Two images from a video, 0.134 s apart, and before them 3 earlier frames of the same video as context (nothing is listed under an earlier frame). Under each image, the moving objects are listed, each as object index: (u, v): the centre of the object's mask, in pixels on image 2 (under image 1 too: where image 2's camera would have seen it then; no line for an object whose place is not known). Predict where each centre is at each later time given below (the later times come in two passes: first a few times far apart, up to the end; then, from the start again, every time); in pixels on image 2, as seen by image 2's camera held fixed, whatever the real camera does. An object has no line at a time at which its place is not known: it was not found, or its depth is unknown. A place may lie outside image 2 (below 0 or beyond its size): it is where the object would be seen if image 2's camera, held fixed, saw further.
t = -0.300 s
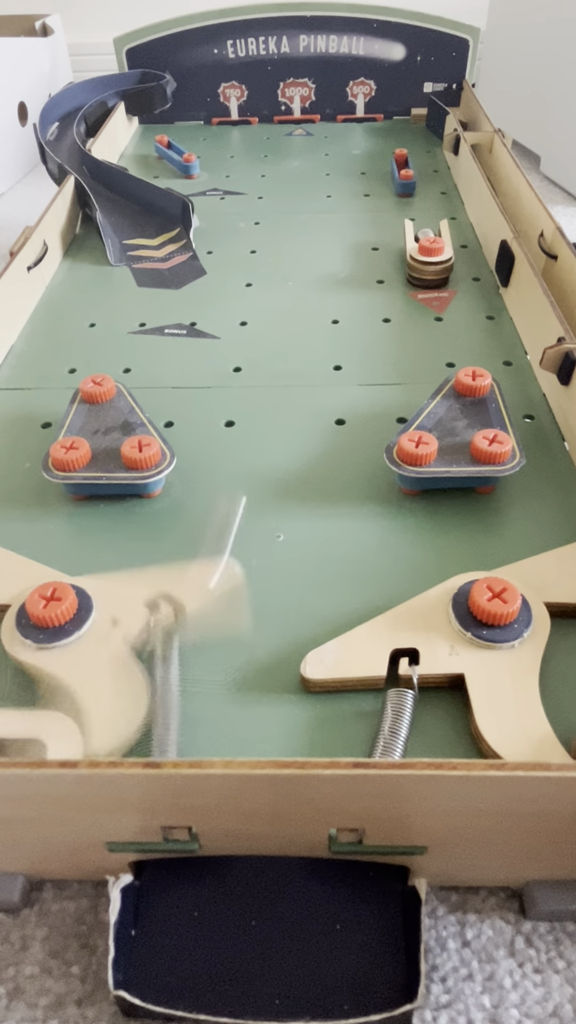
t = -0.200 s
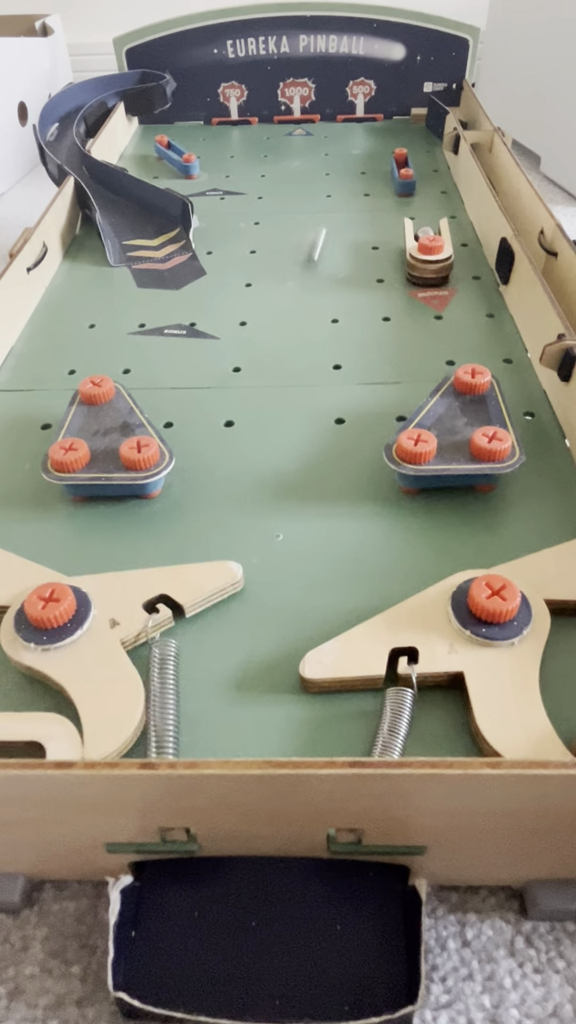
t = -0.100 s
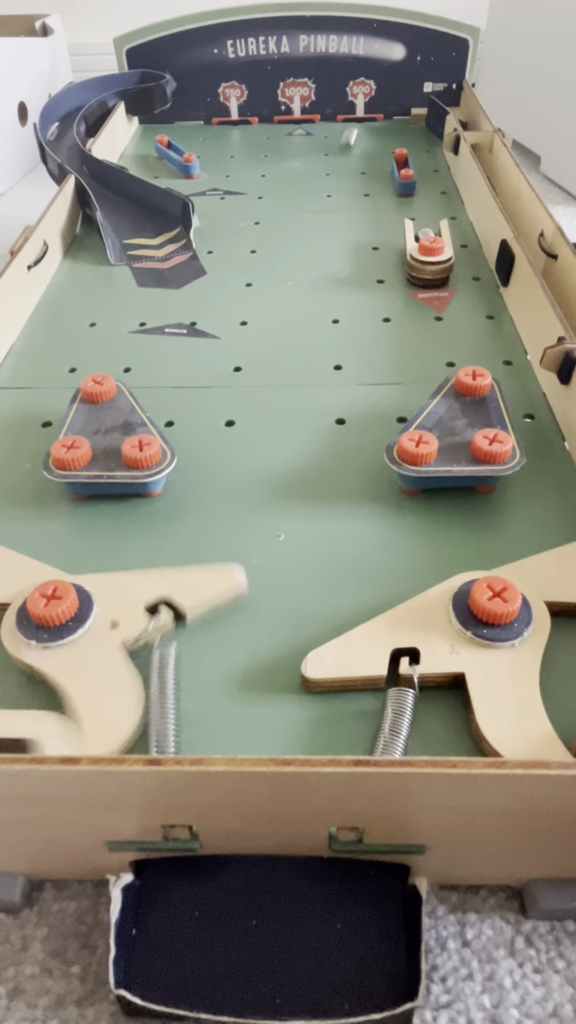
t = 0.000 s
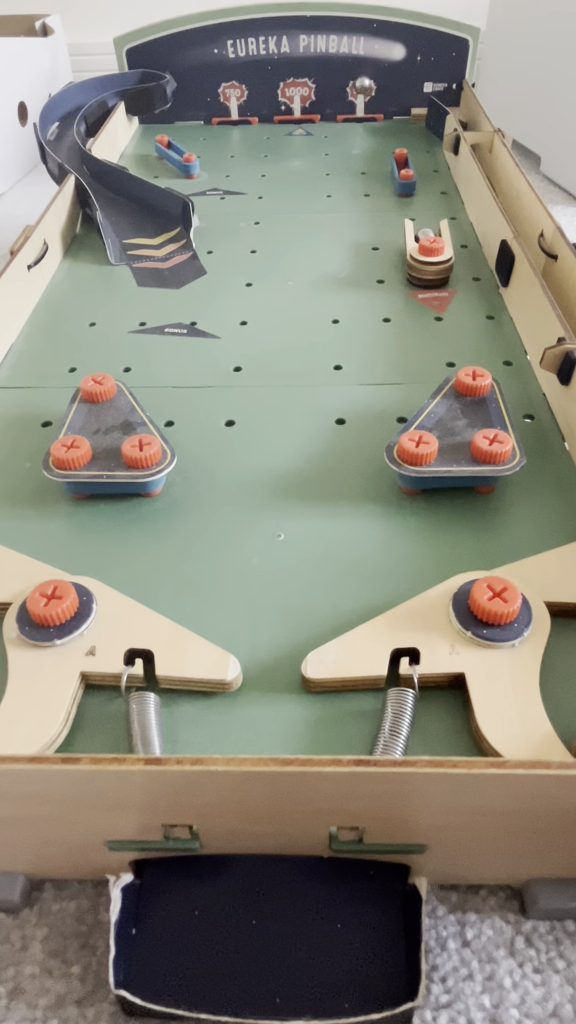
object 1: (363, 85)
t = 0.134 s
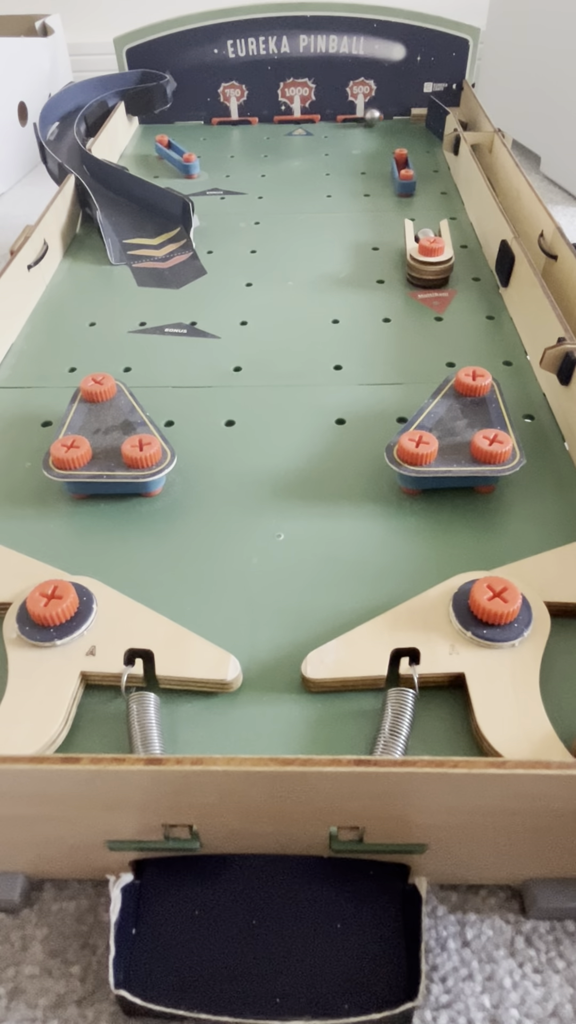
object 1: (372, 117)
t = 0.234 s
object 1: (386, 114)
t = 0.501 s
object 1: (426, 130)
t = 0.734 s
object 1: (421, 166)
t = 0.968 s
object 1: (475, 255)
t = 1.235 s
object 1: (500, 348)
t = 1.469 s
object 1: (500, 330)
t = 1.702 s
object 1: (494, 370)
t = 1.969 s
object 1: (545, 446)
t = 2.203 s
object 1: (514, 530)
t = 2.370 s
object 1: (431, 567)
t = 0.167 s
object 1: (377, 114)
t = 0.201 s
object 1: (382, 114)
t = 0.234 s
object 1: (386, 114)
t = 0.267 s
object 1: (391, 115)
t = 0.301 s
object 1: (396, 115)
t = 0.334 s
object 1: (401, 117)
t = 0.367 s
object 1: (405, 119)
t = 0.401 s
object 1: (411, 121)
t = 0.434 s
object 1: (416, 122)
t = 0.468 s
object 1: (421, 127)
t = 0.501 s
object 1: (426, 130)
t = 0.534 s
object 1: (432, 134)
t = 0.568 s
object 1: (433, 138)
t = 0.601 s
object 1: (431, 143)
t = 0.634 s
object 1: (428, 148)
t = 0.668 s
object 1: (425, 152)
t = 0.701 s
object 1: (423, 158)
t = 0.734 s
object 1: (421, 166)
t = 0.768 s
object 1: (425, 174)
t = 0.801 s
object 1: (432, 185)
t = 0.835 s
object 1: (439, 196)
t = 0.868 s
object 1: (447, 207)
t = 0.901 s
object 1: (456, 220)
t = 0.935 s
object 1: (464, 237)
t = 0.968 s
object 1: (475, 255)
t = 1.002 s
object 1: (480, 276)
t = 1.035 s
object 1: (476, 293)
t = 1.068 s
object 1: (475, 315)
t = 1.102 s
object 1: (473, 341)
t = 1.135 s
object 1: (472, 360)
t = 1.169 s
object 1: (482, 360)
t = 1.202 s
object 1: (491, 358)
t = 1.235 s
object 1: (500, 348)
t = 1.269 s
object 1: (509, 341)
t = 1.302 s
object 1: (515, 337)
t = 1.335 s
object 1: (511, 332)
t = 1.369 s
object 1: (508, 329)
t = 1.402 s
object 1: (505, 328)
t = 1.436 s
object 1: (502, 330)
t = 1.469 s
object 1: (500, 330)
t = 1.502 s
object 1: (498, 332)
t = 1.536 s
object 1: (495, 337)
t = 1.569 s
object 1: (493, 342)
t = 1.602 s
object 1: (492, 349)
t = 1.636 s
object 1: (491, 355)
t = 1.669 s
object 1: (493, 363)
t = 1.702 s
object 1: (494, 370)
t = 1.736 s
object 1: (496, 378)
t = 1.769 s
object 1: (508, 389)
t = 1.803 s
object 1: (523, 401)
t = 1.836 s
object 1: (536, 408)
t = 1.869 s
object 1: (544, 413)
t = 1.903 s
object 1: (542, 423)
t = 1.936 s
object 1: (544, 433)
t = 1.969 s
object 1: (545, 446)
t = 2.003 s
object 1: (546, 460)
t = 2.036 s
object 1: (548, 474)
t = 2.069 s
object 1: (550, 494)
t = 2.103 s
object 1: (553, 516)
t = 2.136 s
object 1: (547, 530)
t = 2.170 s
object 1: (530, 529)
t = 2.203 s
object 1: (514, 530)
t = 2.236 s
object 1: (498, 535)
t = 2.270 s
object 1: (482, 542)
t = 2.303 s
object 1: (467, 551)
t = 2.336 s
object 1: (450, 561)
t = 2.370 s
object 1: (431, 567)
